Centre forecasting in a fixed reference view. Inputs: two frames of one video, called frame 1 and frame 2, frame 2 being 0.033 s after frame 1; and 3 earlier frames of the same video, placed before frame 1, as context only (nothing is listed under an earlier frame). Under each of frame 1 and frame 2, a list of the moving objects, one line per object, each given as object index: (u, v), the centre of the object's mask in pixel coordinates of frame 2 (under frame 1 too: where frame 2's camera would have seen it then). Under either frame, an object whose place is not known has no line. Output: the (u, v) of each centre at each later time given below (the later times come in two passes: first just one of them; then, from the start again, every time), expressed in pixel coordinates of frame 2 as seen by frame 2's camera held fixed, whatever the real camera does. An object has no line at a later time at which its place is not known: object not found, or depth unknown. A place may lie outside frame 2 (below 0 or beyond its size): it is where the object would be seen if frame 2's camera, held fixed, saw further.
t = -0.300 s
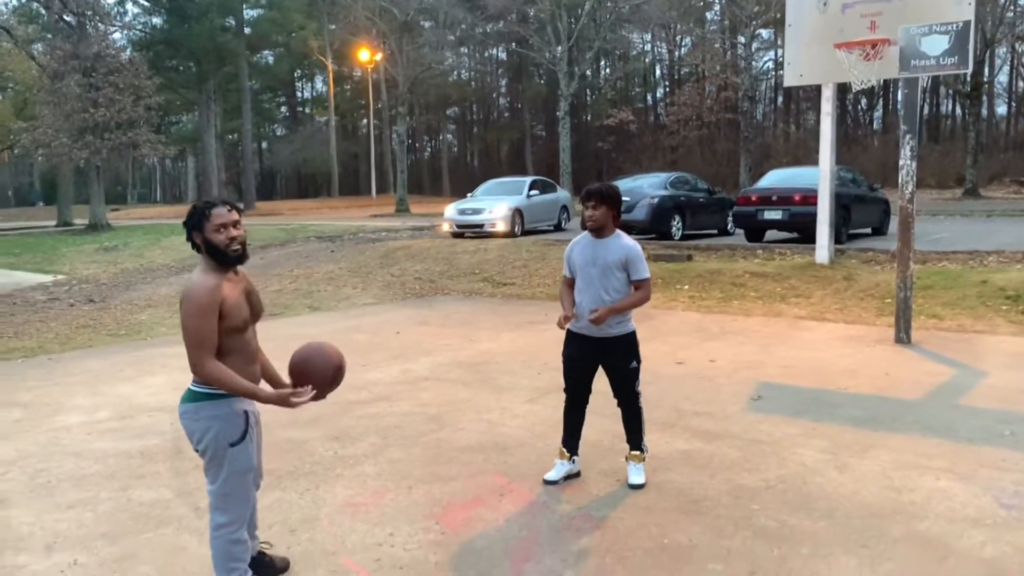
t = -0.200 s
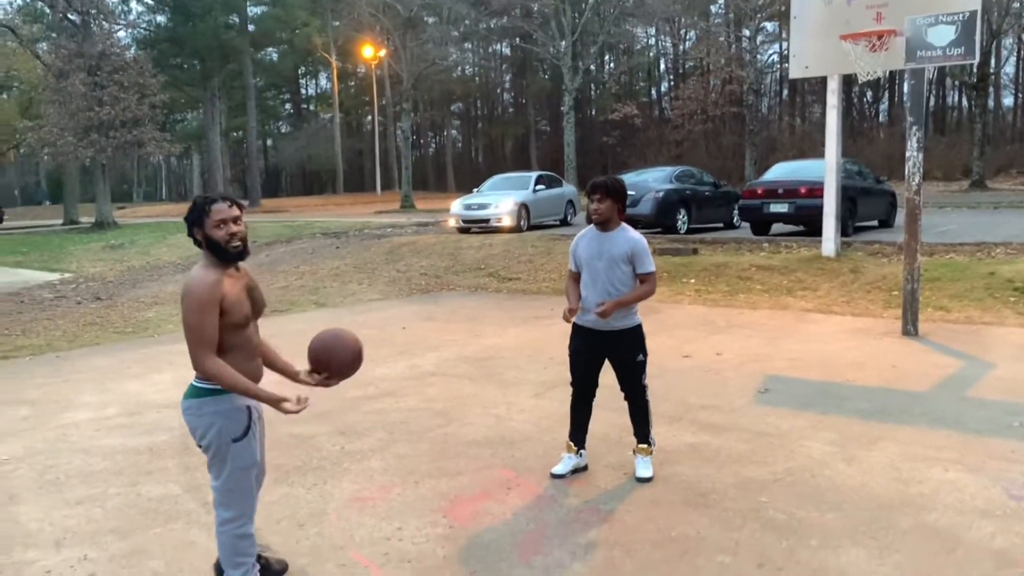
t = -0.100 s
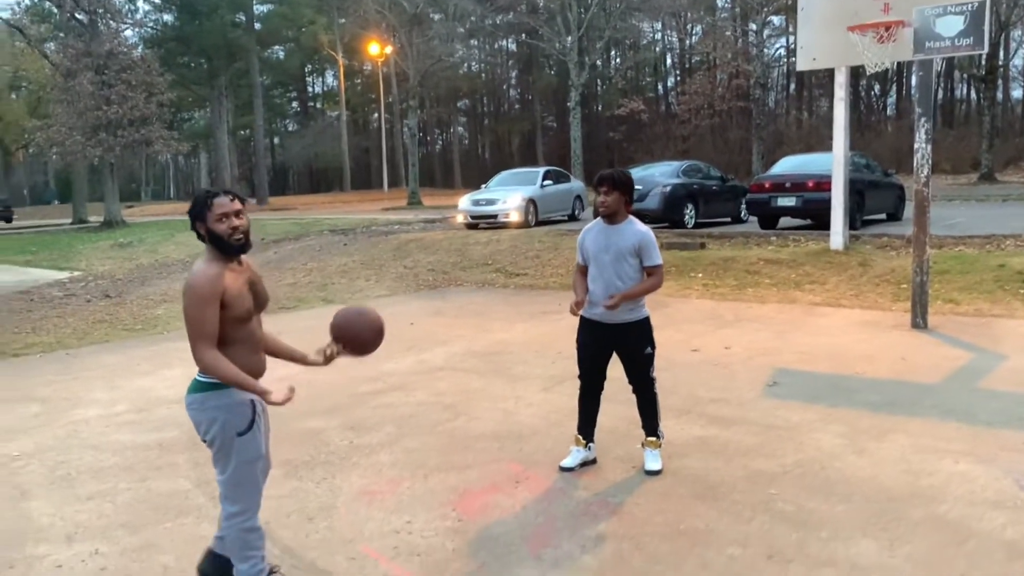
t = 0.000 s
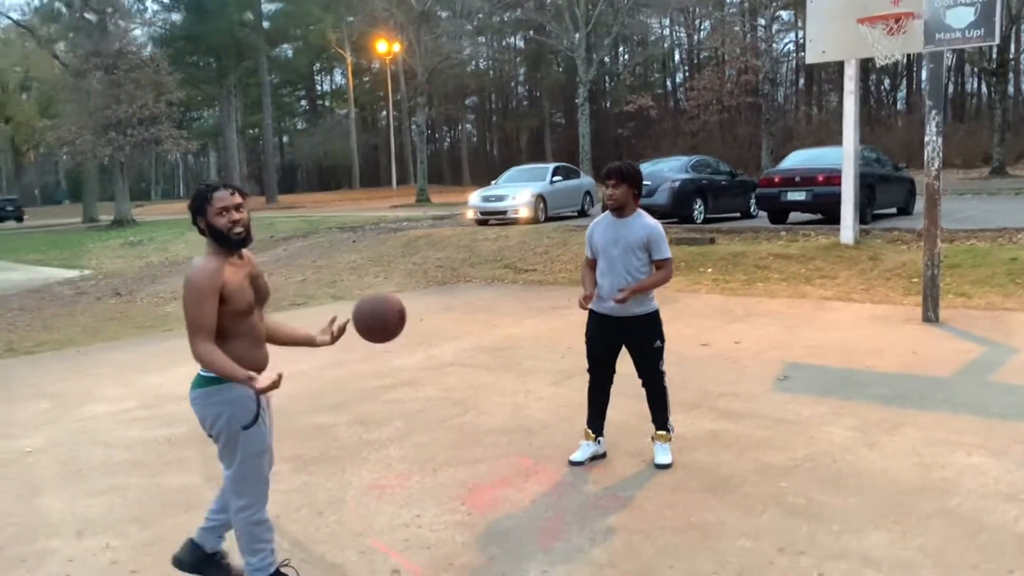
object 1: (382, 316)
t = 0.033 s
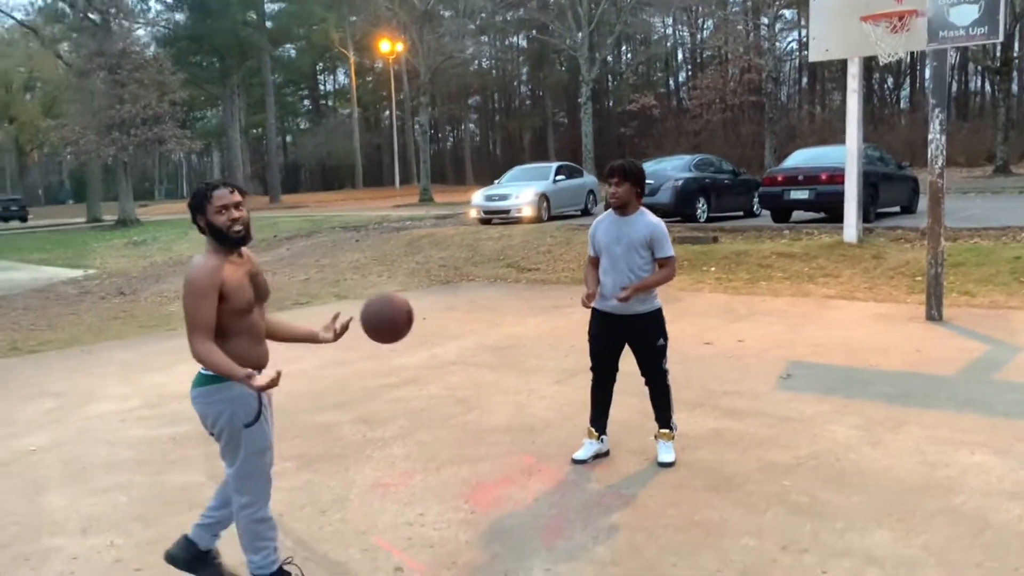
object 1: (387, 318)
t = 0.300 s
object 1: (425, 417)
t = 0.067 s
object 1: (392, 322)
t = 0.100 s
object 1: (396, 329)
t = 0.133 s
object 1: (401, 338)
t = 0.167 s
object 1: (406, 349)
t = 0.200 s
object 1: (411, 363)
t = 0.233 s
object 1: (416, 379)
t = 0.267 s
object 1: (420, 396)
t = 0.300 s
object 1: (425, 417)
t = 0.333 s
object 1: (430, 438)
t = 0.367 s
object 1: (436, 463)
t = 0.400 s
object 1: (441, 489)
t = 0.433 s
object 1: (446, 496)
